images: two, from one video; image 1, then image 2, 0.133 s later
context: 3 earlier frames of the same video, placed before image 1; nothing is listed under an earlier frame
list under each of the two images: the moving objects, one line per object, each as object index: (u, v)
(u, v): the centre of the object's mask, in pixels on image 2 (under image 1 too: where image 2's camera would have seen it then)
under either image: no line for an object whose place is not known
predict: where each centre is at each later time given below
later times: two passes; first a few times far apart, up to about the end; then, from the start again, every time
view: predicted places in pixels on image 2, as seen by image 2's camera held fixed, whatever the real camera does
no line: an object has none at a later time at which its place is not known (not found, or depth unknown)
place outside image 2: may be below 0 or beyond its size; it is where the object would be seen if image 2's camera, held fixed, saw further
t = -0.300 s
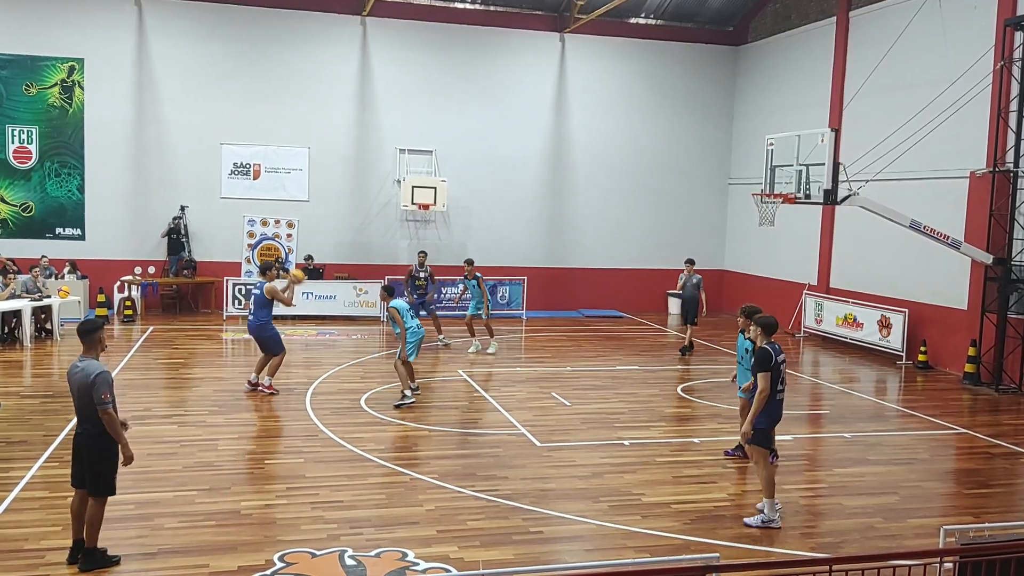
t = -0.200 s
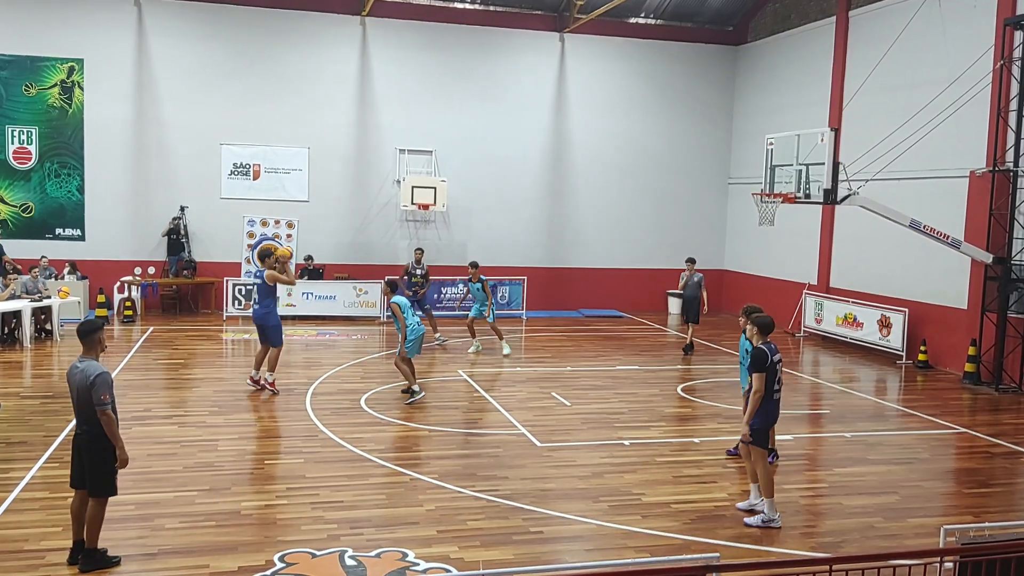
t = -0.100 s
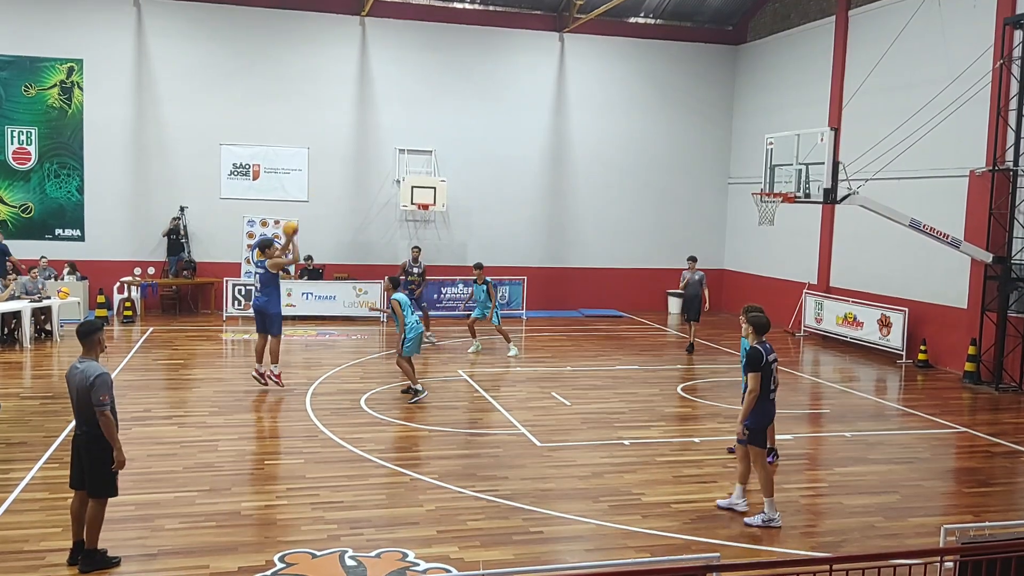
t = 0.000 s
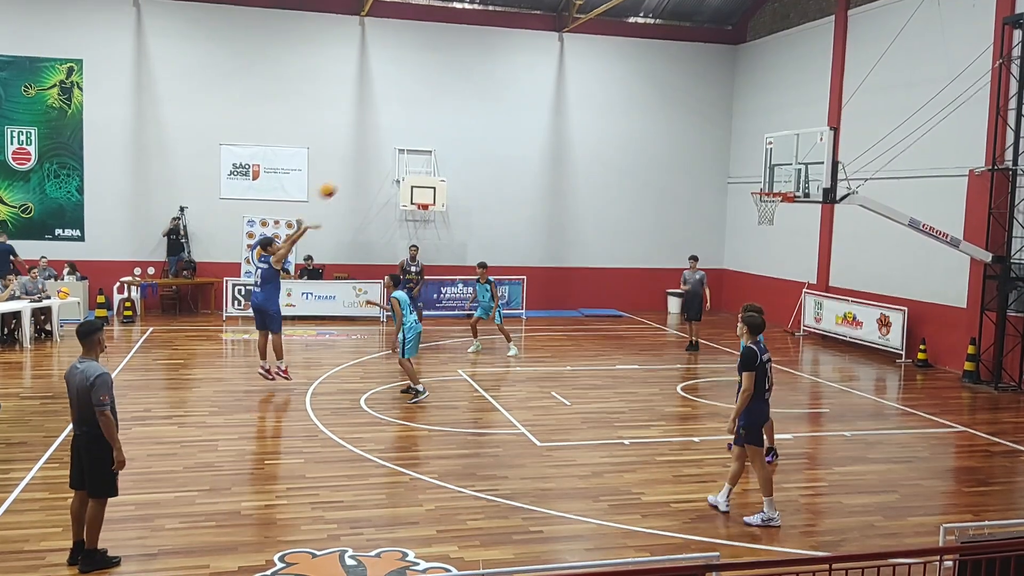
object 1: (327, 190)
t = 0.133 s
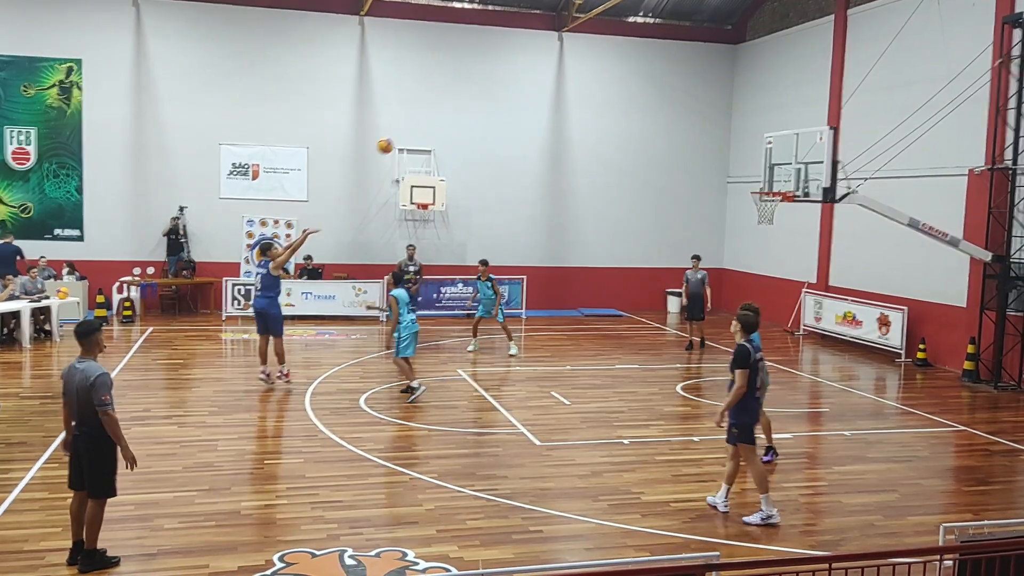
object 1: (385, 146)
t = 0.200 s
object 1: (414, 129)
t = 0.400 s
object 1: (499, 96)
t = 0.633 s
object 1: (593, 91)
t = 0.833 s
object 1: (671, 117)
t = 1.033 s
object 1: (742, 167)
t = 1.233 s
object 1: (768, 218)
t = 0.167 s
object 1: (399, 137)
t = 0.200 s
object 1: (414, 129)
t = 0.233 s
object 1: (428, 122)
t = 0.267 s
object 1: (442, 115)
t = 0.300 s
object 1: (456, 109)
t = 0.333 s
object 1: (470, 104)
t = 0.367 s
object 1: (484, 100)
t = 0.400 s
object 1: (499, 96)
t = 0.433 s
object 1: (512, 93)
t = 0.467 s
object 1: (526, 91)
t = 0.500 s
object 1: (539, 89)
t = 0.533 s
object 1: (553, 89)
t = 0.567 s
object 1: (566, 89)
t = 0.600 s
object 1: (579, 90)
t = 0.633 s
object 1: (593, 91)
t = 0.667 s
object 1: (605, 94)
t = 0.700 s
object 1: (618, 97)
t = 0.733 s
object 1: (632, 100)
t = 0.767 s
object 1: (644, 105)
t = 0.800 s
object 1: (659, 111)
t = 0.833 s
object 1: (671, 117)
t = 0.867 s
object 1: (684, 124)
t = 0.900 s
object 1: (697, 131)
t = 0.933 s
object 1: (709, 139)
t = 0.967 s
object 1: (718, 146)
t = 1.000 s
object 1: (731, 156)
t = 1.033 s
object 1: (742, 167)
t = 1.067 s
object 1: (754, 177)
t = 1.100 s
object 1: (767, 187)
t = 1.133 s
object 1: (775, 200)
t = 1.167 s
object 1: (773, 209)
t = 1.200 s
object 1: (771, 212)
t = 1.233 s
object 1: (768, 218)
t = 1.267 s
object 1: (765, 221)
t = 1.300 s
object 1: (763, 227)
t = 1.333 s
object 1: (761, 233)
